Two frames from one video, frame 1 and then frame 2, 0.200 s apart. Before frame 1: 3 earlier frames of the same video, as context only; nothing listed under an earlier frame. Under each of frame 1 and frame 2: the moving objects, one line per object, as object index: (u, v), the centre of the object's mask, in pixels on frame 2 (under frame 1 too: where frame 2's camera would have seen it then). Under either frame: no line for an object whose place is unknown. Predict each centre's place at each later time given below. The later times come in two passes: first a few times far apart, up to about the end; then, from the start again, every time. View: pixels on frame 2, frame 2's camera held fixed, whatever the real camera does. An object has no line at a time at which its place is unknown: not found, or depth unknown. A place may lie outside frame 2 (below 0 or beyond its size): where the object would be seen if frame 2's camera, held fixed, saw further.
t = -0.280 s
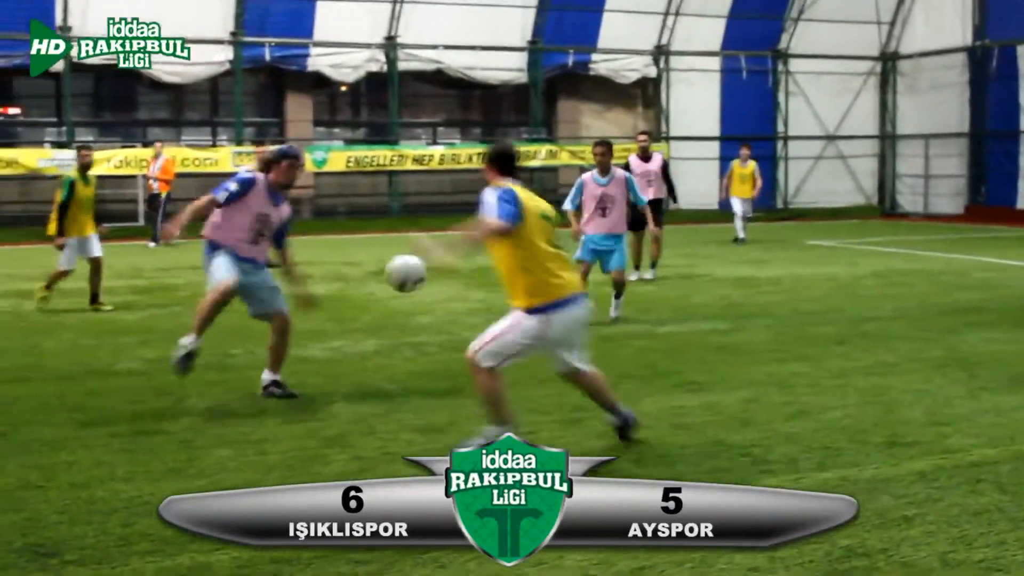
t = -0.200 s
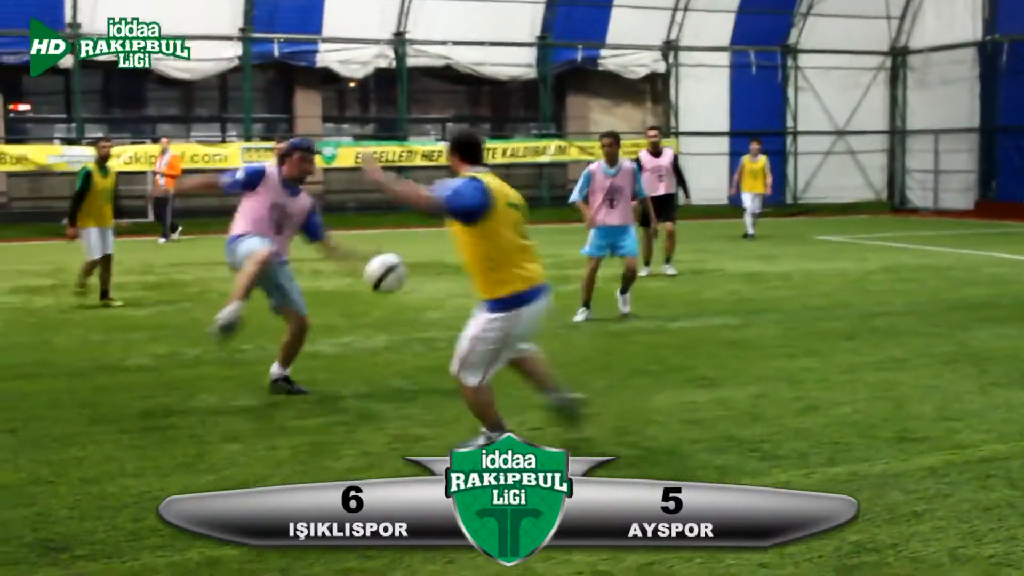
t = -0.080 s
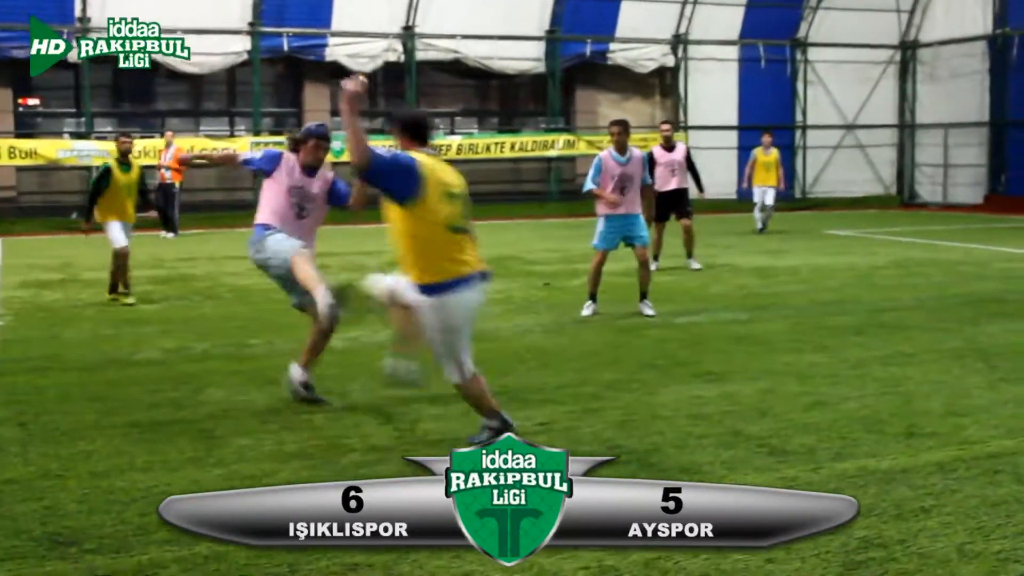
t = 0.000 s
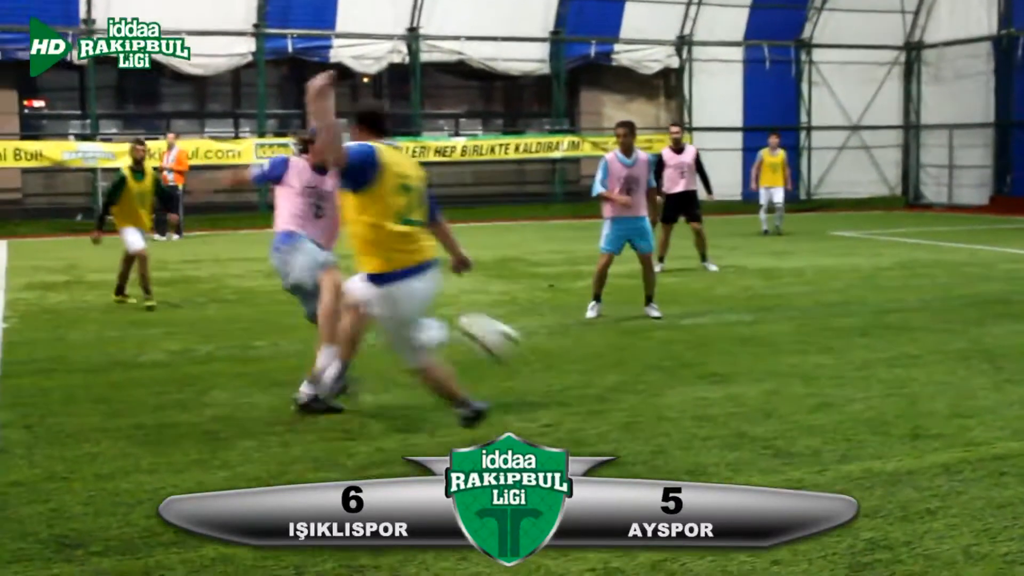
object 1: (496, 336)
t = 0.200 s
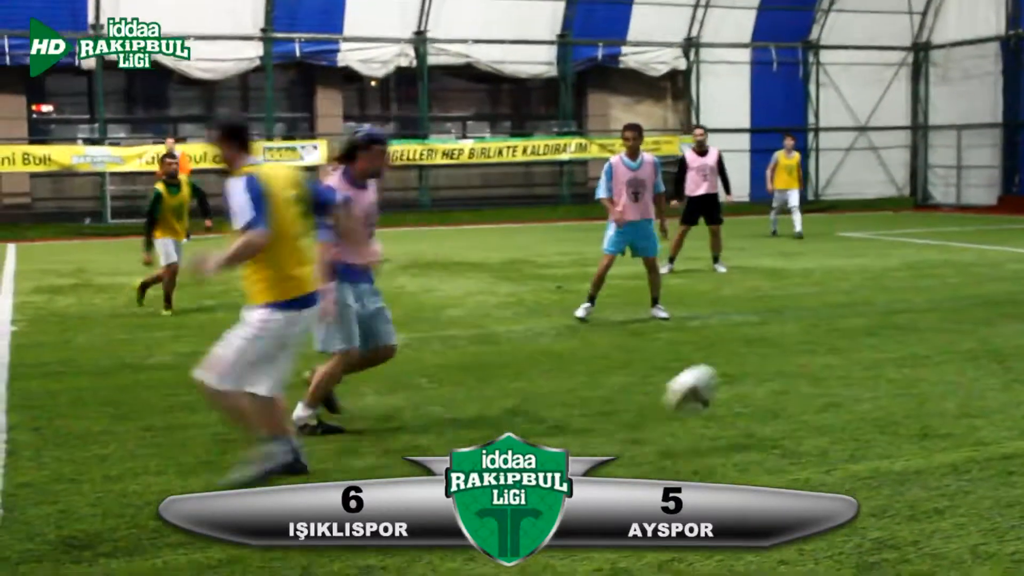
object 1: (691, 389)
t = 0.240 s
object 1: (720, 372)
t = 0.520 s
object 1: (928, 348)
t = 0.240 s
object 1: (720, 372)
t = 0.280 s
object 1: (751, 358)
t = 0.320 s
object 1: (779, 350)
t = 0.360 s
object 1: (808, 344)
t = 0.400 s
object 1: (838, 340)
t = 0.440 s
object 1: (870, 339)
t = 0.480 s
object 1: (901, 342)
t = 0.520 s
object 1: (928, 348)
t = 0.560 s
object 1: (956, 357)
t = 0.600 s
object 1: (982, 370)
